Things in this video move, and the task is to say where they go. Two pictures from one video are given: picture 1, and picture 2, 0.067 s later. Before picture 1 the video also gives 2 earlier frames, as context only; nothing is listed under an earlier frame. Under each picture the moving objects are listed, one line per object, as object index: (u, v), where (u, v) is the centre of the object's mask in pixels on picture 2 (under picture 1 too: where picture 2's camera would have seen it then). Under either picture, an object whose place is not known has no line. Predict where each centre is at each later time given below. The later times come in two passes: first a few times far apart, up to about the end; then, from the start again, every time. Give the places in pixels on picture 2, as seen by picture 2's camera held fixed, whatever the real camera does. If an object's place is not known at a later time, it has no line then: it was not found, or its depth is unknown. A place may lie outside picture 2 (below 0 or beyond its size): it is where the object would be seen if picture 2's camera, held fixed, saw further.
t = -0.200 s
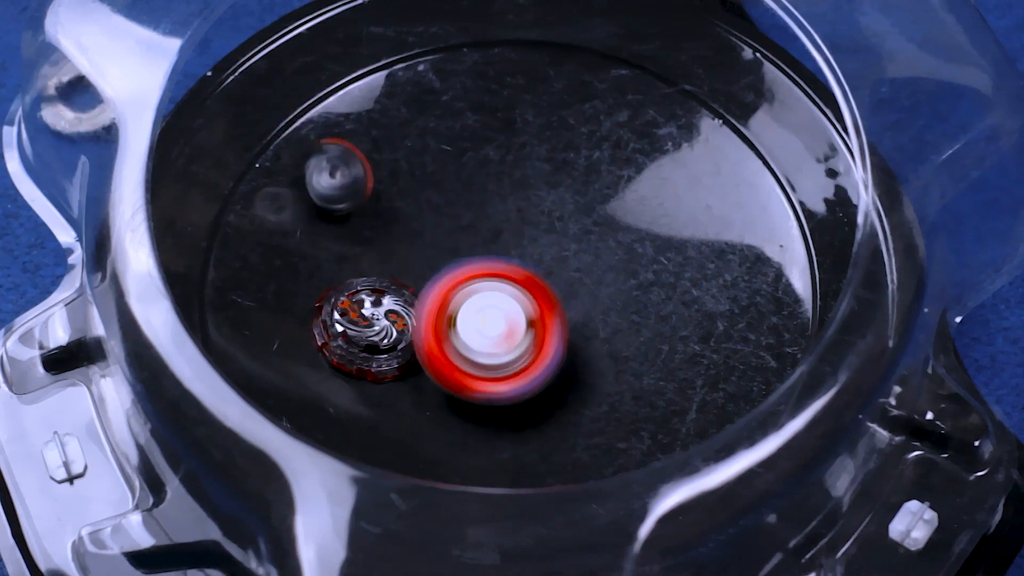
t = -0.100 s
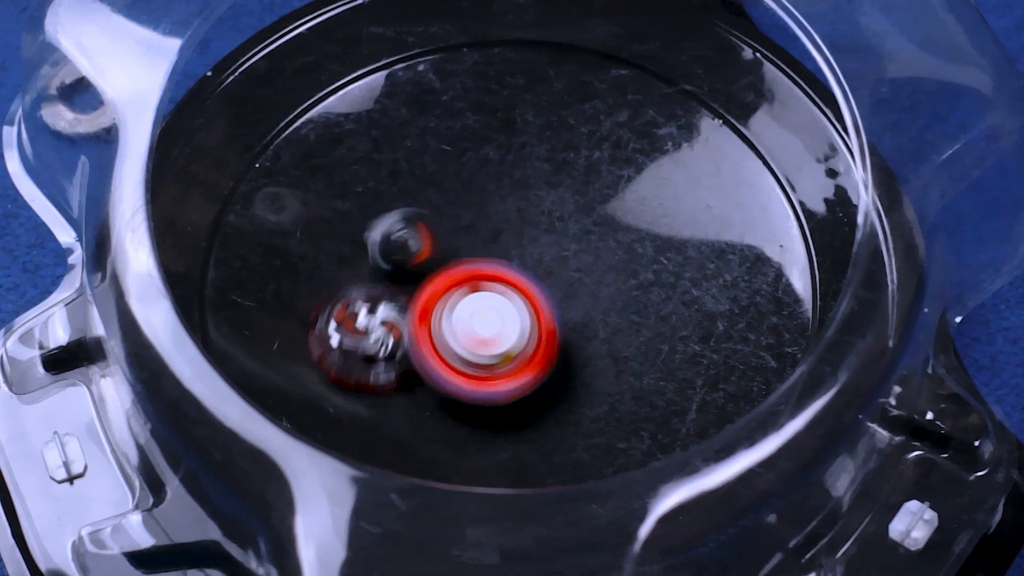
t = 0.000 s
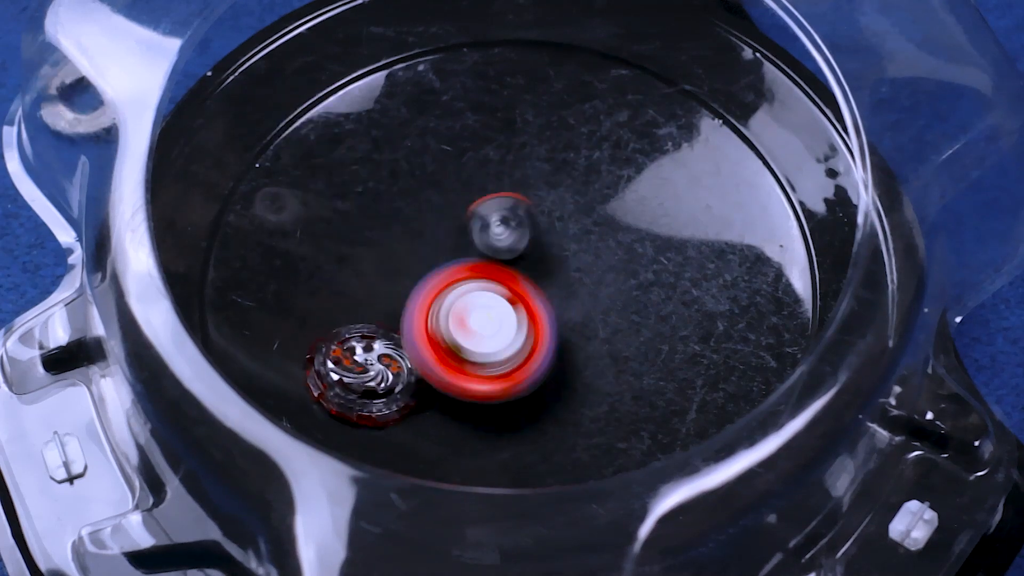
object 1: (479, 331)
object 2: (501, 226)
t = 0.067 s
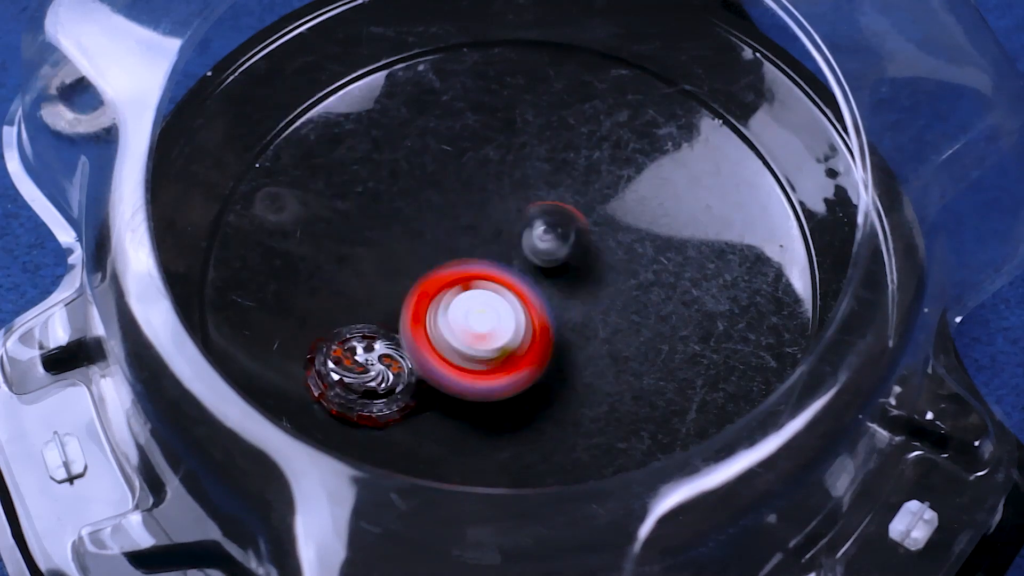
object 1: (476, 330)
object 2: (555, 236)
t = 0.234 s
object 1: (475, 327)
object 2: (635, 278)
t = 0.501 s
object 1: (481, 321)
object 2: (595, 321)
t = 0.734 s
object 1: (482, 314)
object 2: (713, 292)
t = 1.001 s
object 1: (481, 305)
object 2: (632, 304)
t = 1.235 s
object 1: (475, 301)
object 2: (604, 340)
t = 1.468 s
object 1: (470, 302)
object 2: (641, 304)
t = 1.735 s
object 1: (472, 302)
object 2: (585, 259)
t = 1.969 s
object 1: (481, 309)
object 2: (618, 31)
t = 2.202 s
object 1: (490, 305)
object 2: (608, 68)
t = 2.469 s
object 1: (491, 312)
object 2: (631, 144)
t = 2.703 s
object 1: (490, 313)
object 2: (657, 34)
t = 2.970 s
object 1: (490, 312)
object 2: (557, 235)
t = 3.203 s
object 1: (494, 324)
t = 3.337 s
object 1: (495, 323)
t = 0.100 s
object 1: (475, 331)
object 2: (575, 244)
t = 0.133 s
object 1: (475, 328)
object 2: (597, 250)
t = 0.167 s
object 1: (475, 329)
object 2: (615, 260)
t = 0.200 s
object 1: (474, 328)
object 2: (625, 266)
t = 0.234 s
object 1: (475, 327)
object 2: (635, 278)
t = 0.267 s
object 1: (475, 327)
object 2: (641, 286)
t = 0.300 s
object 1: (476, 325)
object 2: (646, 292)
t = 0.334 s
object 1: (477, 325)
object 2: (644, 302)
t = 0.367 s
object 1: (476, 324)
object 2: (643, 311)
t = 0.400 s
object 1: (478, 323)
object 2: (635, 313)
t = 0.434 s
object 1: (479, 323)
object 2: (623, 320)
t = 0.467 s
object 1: (480, 321)
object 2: (611, 323)
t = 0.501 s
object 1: (481, 321)
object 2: (595, 321)
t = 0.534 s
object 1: (480, 321)
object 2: (608, 314)
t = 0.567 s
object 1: (480, 321)
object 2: (639, 307)
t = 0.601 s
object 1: (480, 320)
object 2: (664, 297)
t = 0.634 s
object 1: (481, 318)
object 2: (680, 295)
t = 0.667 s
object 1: (482, 317)
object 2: (695, 289)
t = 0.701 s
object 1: (482, 315)
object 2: (708, 291)
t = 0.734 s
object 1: (482, 314)
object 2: (713, 292)
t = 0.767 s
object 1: (482, 313)
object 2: (714, 290)
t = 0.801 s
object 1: (483, 312)
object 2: (713, 289)
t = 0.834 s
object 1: (483, 312)
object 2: (707, 290)
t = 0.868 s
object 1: (483, 310)
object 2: (696, 289)
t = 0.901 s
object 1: (483, 309)
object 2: (683, 292)
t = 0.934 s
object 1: (483, 307)
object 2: (665, 293)
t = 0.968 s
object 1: (483, 306)
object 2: (651, 297)
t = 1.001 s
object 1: (481, 305)
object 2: (632, 304)
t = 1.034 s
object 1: (481, 304)
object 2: (612, 309)
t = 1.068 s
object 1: (480, 304)
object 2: (604, 309)
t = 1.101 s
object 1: (478, 303)
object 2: (596, 319)
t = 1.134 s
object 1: (478, 304)
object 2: (604, 324)
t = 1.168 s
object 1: (477, 302)
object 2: (609, 330)
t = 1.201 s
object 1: (477, 302)
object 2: (608, 335)
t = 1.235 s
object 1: (475, 301)
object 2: (604, 340)
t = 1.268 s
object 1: (475, 301)
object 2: (597, 341)
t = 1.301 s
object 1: (475, 302)
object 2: (596, 341)
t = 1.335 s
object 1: (475, 301)
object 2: (588, 338)
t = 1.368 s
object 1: (473, 302)
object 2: (587, 333)
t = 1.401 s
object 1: (472, 302)
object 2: (609, 324)
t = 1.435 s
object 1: (472, 303)
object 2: (626, 314)
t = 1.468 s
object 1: (470, 302)
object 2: (641, 304)
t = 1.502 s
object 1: (471, 303)
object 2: (648, 292)
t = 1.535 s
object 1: (470, 303)
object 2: (649, 282)
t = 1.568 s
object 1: (471, 302)
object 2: (642, 273)
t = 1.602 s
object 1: (471, 303)
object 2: (634, 265)
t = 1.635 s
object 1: (471, 302)
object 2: (622, 263)
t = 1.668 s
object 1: (472, 302)
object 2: (610, 262)
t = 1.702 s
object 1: (471, 301)
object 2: (596, 259)
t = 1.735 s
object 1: (472, 302)
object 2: (585, 259)
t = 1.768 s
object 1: (472, 302)
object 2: (575, 261)
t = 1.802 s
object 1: (473, 304)
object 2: (569, 253)
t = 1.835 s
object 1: (474, 309)
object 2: (588, 187)
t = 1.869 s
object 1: (478, 309)
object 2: (603, 135)
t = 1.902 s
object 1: (478, 309)
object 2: (620, 84)
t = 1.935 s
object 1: (480, 309)
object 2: (621, 50)
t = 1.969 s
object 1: (481, 309)
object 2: (618, 31)
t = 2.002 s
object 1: (483, 309)
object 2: (618, 25)
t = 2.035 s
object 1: (484, 309)
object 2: (618, 22)
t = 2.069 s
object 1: (486, 308)
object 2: (619, 22)
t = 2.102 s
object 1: (487, 308)
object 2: (618, 24)
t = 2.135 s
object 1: (488, 307)
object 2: (619, 28)
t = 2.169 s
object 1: (489, 307)
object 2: (614, 43)
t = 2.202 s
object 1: (490, 305)
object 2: (608, 68)
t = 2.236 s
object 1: (491, 305)
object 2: (598, 96)
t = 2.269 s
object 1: (492, 303)
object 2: (587, 130)
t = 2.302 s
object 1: (492, 302)
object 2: (575, 165)
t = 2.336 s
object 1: (492, 301)
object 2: (562, 204)
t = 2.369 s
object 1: (493, 301)
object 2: (556, 232)
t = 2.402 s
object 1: (491, 307)
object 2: (578, 212)
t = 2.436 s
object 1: (492, 311)
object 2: (602, 164)
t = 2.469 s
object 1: (491, 312)
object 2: (631, 144)
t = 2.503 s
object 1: (492, 313)
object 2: (640, 103)
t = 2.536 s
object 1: (491, 312)
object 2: (655, 68)
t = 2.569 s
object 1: (491, 312)
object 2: (653, 48)
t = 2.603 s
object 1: (490, 312)
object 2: (657, 40)
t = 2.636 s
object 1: (490, 312)
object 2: (656, 33)
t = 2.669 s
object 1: (490, 312)
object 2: (658, 30)
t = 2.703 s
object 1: (490, 313)
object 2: (657, 34)
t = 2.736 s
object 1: (489, 312)
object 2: (653, 39)
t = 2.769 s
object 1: (490, 313)
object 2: (649, 49)
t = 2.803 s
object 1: (489, 312)
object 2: (638, 73)
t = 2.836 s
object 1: (489, 313)
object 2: (626, 98)
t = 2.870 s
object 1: (489, 312)
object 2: (610, 129)
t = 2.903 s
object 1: (490, 313)
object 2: (599, 166)
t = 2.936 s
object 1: (489, 312)
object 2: (580, 197)
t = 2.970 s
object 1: (490, 312)
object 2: (557, 235)
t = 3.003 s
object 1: (489, 316)
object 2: (563, 219)
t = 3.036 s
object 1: (492, 323)
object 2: (582, 159)
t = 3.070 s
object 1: (494, 323)
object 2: (610, 103)
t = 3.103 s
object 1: (494, 324)
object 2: (622, 68)
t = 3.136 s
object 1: (495, 324)
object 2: (636, 30)
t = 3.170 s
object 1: (494, 324)
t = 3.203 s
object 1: (494, 324)
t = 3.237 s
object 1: (494, 324)
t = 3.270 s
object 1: (495, 324)
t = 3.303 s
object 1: (495, 323)
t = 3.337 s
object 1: (495, 323)
